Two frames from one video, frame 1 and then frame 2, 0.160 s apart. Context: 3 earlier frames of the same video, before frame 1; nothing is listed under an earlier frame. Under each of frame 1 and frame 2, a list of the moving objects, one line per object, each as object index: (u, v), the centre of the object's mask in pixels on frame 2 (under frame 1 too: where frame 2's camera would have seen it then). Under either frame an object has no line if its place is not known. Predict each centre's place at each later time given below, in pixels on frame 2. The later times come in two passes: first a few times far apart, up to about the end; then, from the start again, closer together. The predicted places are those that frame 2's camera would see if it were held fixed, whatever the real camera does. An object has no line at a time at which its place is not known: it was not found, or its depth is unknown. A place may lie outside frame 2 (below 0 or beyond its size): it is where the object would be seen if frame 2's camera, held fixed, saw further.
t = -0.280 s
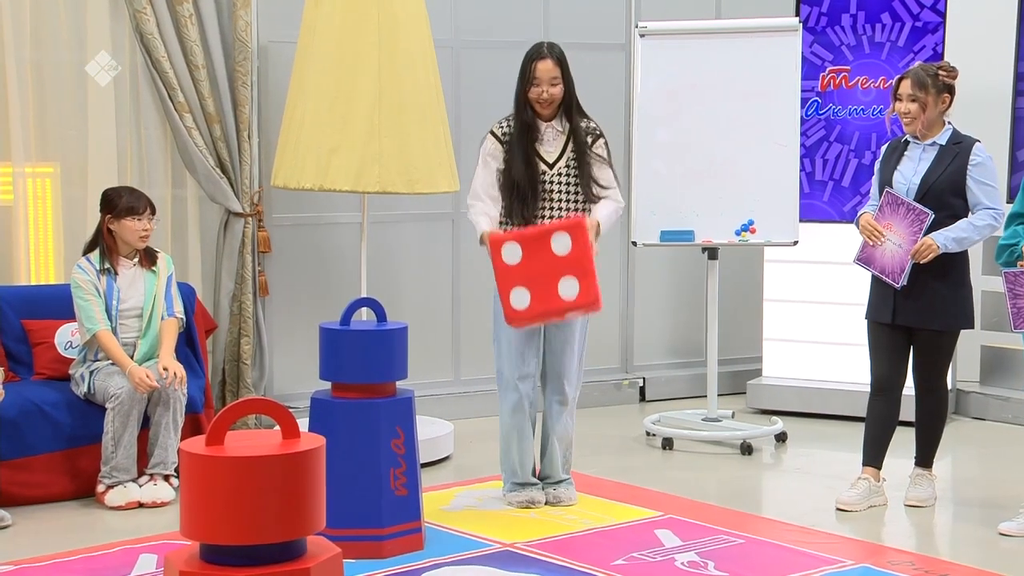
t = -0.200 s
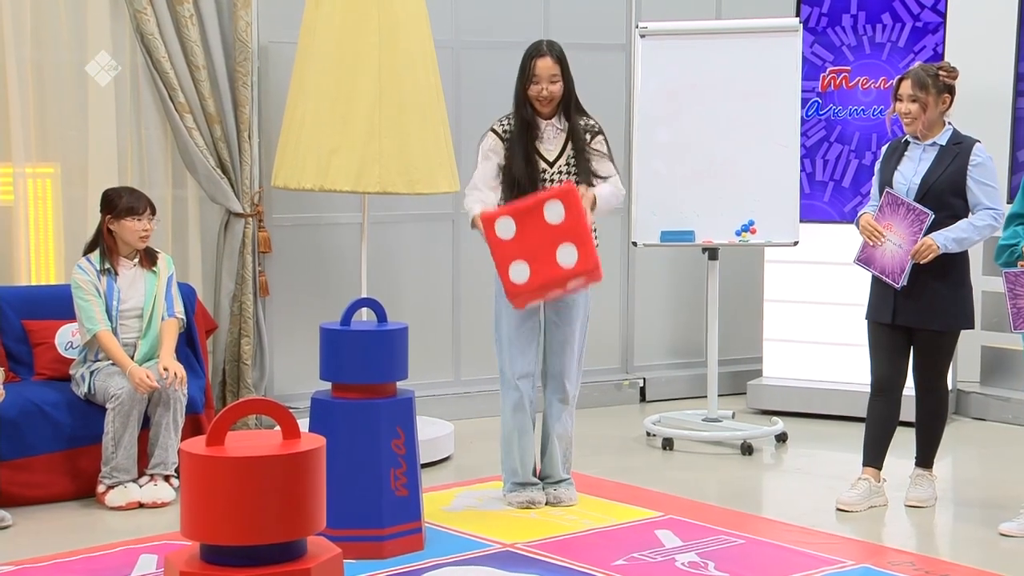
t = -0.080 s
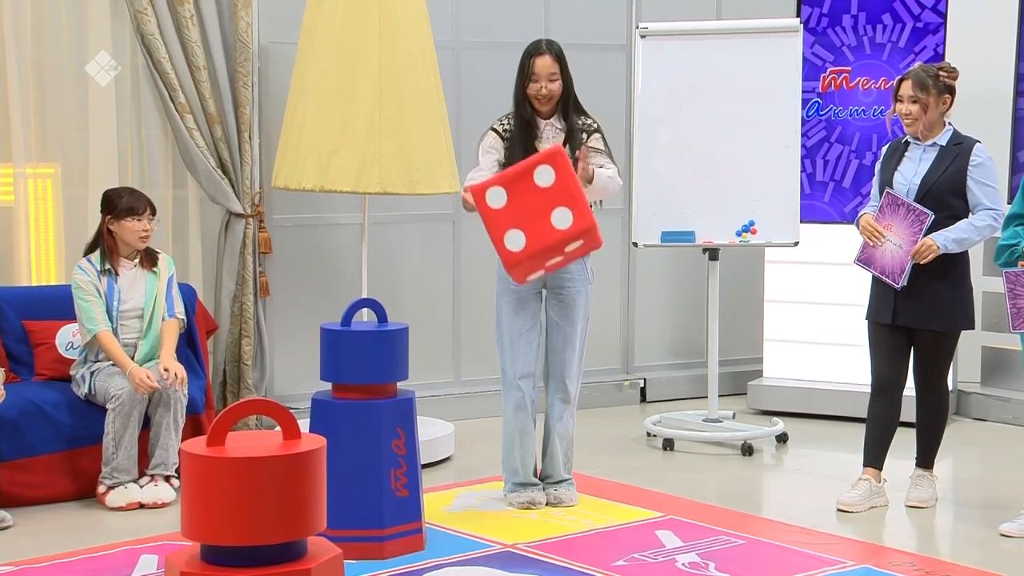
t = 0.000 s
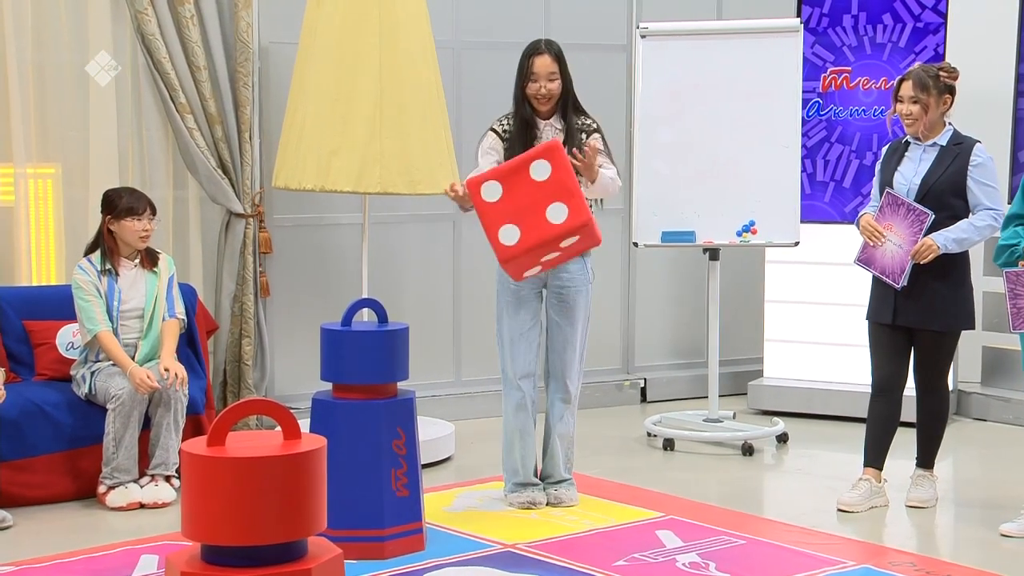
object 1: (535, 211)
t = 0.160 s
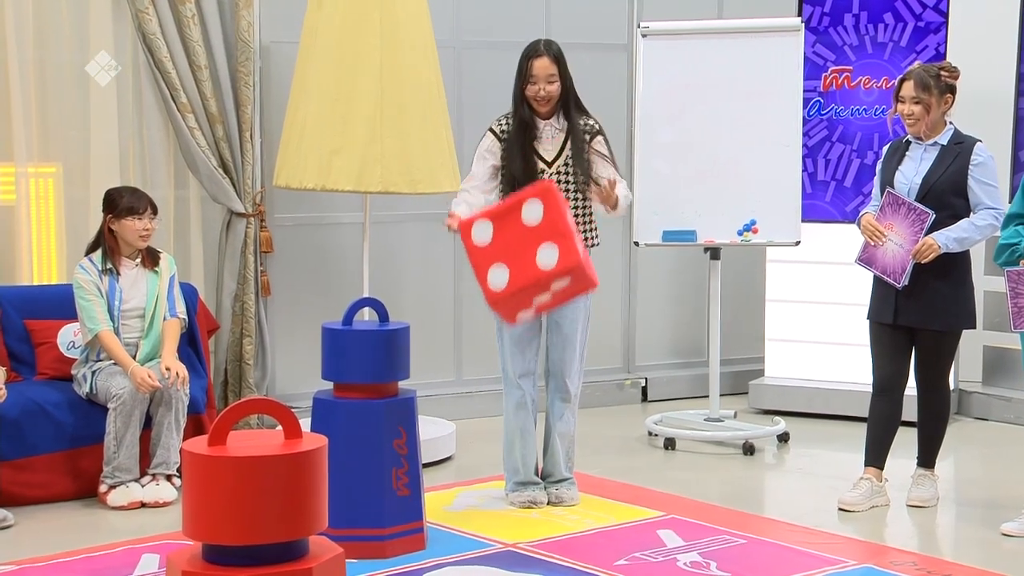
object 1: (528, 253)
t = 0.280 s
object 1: (522, 333)
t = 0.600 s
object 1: (543, 512)
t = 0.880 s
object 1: (604, 547)
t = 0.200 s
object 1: (526, 275)
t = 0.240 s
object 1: (524, 303)
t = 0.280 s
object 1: (522, 333)
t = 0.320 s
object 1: (520, 370)
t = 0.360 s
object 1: (518, 410)
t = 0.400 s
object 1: (516, 454)
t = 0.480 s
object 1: (520, 532)
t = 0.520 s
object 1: (526, 523)
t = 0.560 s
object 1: (534, 515)
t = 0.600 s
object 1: (543, 512)
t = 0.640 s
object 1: (552, 514)
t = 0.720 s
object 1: (567, 527)
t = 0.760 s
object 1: (576, 533)
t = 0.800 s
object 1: (586, 534)
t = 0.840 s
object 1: (596, 538)
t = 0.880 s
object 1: (604, 547)
